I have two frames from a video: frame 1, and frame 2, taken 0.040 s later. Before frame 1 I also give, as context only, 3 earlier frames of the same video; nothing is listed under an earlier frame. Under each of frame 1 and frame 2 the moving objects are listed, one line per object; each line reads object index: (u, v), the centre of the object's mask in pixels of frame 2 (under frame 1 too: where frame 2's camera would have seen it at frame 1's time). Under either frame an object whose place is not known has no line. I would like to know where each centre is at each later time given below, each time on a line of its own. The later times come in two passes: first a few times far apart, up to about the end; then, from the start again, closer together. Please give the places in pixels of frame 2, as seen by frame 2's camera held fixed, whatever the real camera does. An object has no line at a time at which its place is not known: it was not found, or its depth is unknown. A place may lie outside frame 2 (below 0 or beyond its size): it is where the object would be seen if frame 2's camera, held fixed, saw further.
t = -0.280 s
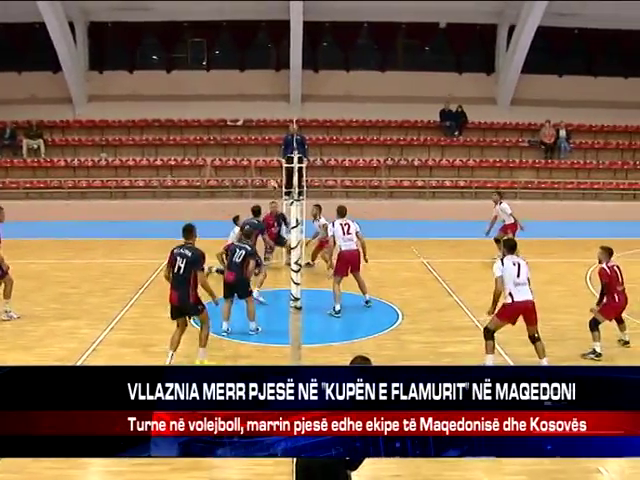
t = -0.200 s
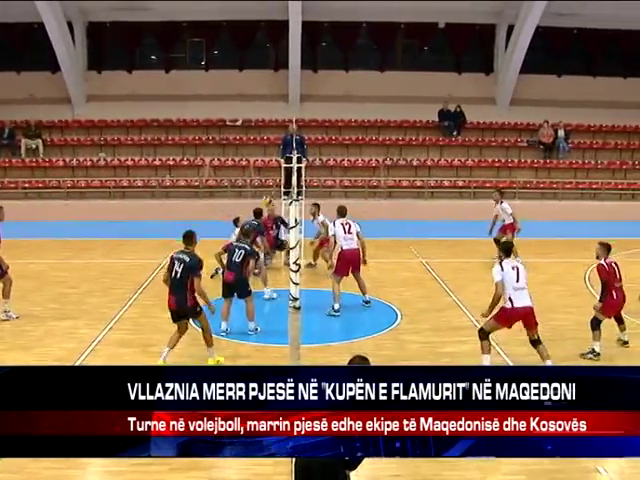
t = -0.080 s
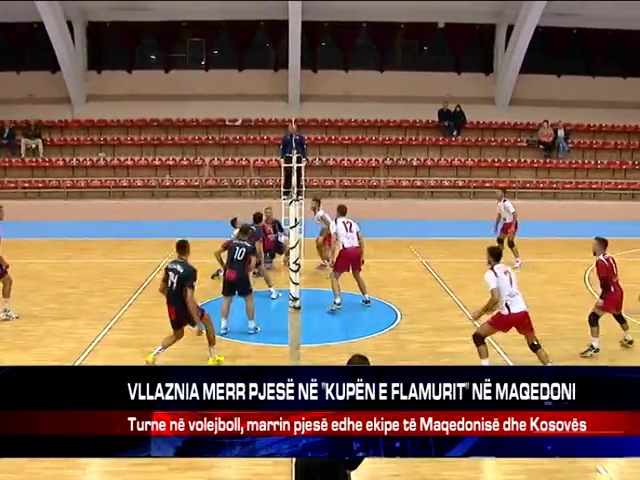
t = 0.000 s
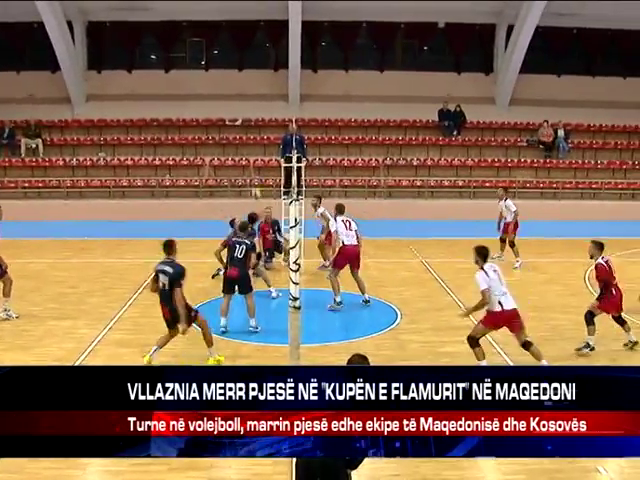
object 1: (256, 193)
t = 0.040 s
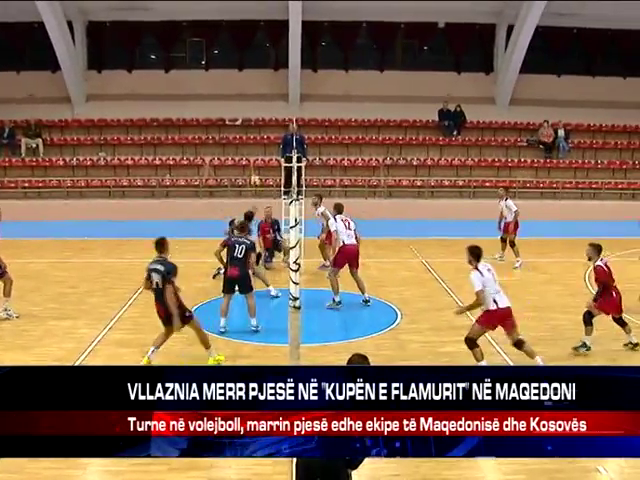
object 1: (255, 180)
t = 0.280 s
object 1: (243, 120)
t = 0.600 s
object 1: (227, 83)
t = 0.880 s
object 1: (215, 95)
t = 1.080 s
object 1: (205, 131)
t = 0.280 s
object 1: (243, 120)
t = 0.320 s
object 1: (241, 113)
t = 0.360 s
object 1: (239, 106)
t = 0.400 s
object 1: (238, 100)
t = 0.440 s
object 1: (235, 95)
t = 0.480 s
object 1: (233, 91)
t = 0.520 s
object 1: (231, 88)
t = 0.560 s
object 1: (230, 85)
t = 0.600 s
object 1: (227, 83)
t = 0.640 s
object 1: (225, 82)
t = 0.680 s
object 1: (224, 82)
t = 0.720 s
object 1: (222, 83)
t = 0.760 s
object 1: (220, 85)
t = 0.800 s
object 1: (218, 87)
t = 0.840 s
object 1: (217, 91)
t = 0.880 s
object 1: (215, 95)
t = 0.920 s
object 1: (213, 101)
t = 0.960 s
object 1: (211, 106)
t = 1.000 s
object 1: (209, 114)
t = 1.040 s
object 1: (207, 123)
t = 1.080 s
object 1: (205, 131)
